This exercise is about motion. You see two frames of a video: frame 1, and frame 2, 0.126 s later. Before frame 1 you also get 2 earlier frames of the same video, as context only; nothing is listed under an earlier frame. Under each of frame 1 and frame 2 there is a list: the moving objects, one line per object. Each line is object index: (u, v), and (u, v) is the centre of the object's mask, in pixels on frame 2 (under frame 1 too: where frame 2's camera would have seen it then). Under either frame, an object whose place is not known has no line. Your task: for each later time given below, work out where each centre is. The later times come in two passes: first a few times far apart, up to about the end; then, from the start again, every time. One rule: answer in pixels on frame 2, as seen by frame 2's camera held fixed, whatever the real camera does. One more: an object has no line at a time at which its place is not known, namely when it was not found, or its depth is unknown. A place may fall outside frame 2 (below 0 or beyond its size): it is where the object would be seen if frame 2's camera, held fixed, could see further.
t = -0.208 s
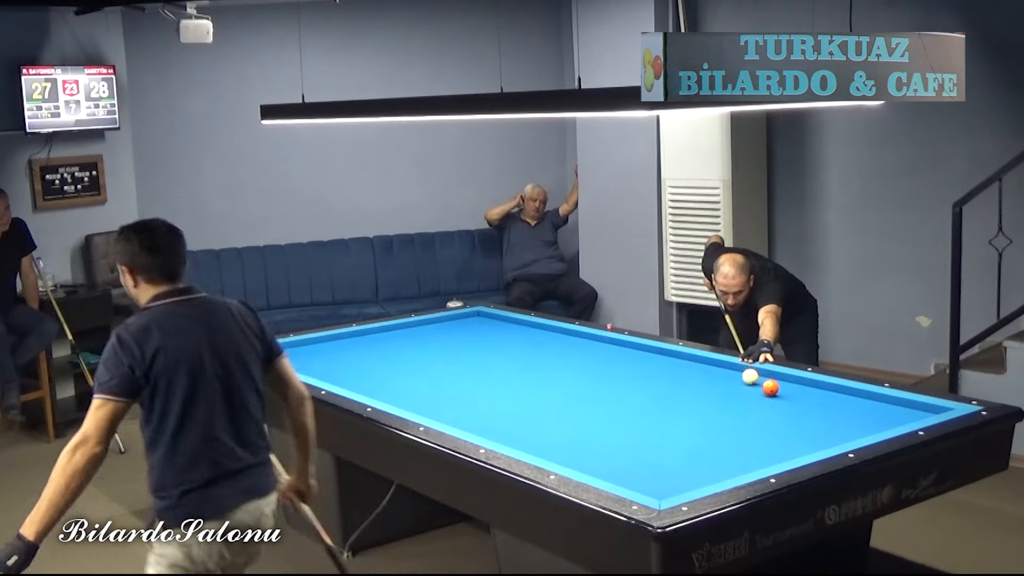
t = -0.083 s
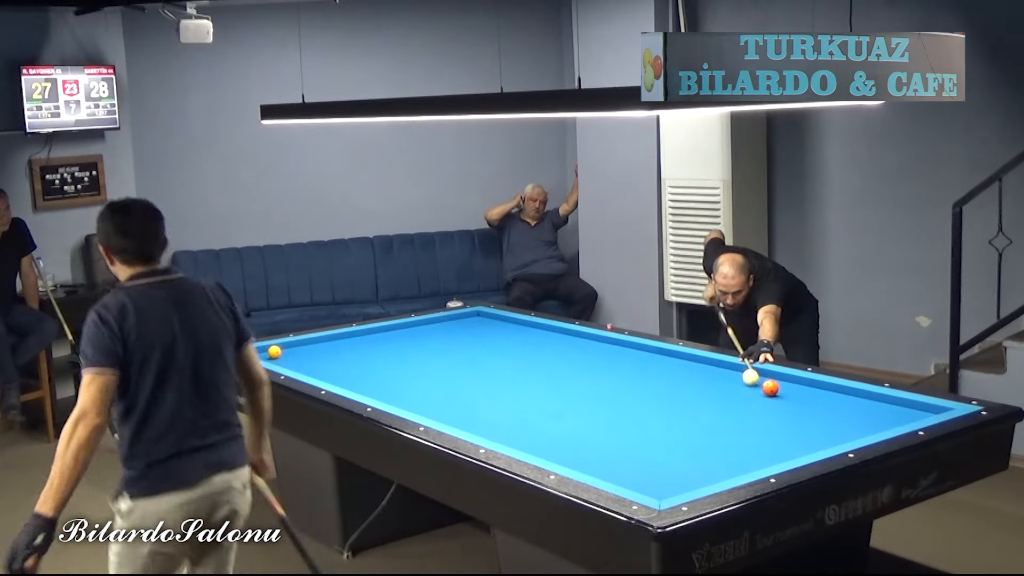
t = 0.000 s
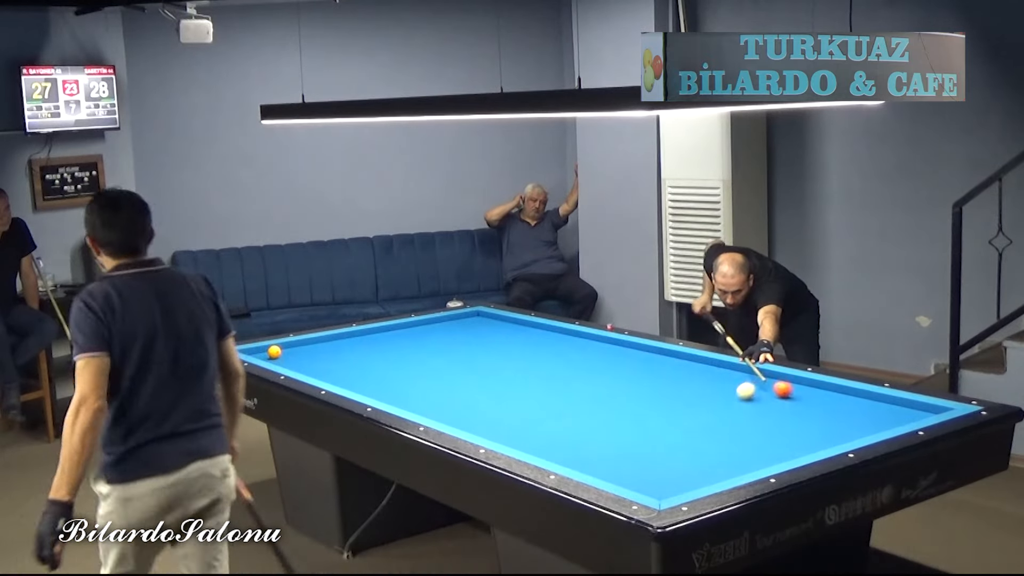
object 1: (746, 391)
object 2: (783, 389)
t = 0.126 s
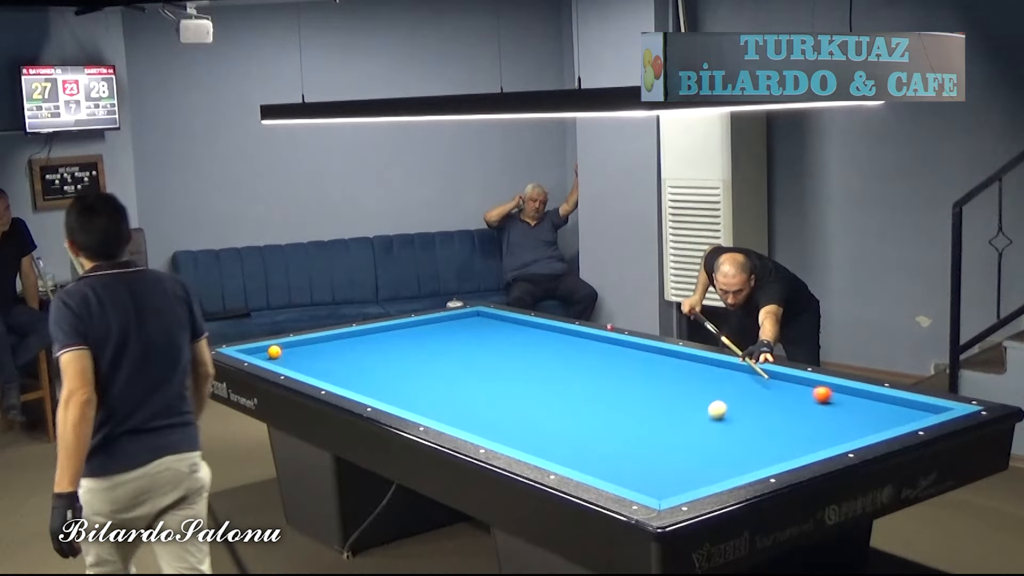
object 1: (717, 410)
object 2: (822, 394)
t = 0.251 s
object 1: (688, 435)
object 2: (862, 399)
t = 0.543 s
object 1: (654, 486)
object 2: (941, 408)
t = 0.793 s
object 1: (717, 453)
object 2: (904, 402)
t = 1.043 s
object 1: (730, 424)
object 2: (872, 397)
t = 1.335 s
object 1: (743, 395)
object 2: (835, 390)
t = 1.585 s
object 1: (752, 375)
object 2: (807, 385)
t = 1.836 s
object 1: (702, 368)
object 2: (778, 381)
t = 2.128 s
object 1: (631, 366)
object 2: (750, 376)
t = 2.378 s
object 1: (569, 363)
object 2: (725, 372)
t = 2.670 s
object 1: (500, 361)
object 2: (698, 367)
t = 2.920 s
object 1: (448, 359)
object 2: (678, 364)
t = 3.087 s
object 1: (415, 358)
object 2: (665, 362)
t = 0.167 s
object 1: (709, 417)
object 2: (834, 396)
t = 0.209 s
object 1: (697, 427)
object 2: (851, 397)
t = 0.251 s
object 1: (688, 435)
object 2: (862, 399)
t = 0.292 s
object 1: (680, 443)
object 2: (873, 401)
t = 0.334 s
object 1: (670, 451)
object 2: (884, 402)
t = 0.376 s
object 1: (661, 459)
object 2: (896, 404)
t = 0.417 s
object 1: (650, 468)
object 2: (908, 405)
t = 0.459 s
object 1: (640, 477)
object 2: (919, 407)
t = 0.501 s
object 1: (630, 483)
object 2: (931, 408)
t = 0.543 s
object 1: (654, 486)
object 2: (941, 408)
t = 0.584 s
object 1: (683, 484)
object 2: (936, 407)
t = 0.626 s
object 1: (703, 479)
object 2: (930, 407)
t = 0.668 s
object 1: (707, 475)
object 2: (923, 406)
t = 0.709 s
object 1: (712, 465)
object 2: (915, 404)
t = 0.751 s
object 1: (714, 459)
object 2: (909, 403)
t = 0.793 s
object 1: (717, 453)
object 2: (904, 402)
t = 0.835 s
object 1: (719, 447)
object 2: (898, 402)
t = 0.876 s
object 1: (722, 442)
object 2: (893, 401)
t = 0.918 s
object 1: (724, 438)
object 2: (887, 399)
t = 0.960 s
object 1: (726, 433)
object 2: (882, 399)
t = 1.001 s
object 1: (728, 429)
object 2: (877, 398)
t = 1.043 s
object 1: (730, 424)
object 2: (872, 397)
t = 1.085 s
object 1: (732, 420)
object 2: (867, 396)
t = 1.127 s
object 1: (734, 416)
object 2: (861, 395)
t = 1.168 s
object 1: (736, 410)
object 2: (854, 393)
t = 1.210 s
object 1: (738, 406)
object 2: (850, 393)
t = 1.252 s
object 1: (740, 402)
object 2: (844, 392)
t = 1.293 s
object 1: (741, 399)
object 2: (839, 391)
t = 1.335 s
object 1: (743, 395)
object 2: (835, 390)
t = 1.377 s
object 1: (744, 392)
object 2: (830, 390)
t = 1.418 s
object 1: (746, 388)
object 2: (826, 388)
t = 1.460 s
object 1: (747, 385)
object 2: (821, 388)
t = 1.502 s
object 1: (749, 382)
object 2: (816, 387)
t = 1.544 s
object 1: (750, 379)
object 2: (812, 386)
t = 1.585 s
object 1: (752, 375)
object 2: (807, 385)
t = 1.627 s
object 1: (753, 372)
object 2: (802, 385)
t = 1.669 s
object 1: (747, 369)
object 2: (796, 384)
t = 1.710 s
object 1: (735, 369)
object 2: (791, 383)
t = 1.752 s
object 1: (723, 369)
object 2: (787, 382)
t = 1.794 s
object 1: (712, 369)
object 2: (783, 381)
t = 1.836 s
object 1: (702, 368)
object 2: (778, 381)
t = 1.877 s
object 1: (691, 368)
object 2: (775, 380)
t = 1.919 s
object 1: (681, 368)
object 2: (770, 379)
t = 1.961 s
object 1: (671, 367)
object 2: (766, 379)
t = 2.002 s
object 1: (661, 367)
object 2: (762, 378)
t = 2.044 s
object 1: (651, 367)
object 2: (758, 377)
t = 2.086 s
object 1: (641, 366)
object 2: (754, 377)
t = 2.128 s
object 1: (631, 366)
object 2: (750, 376)
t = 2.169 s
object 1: (617, 365)
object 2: (744, 375)
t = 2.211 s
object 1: (607, 365)
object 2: (740, 374)
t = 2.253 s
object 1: (597, 364)
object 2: (736, 374)
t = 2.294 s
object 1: (588, 364)
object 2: (733, 373)
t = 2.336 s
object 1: (578, 364)
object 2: (729, 372)
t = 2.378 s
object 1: (569, 363)
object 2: (725, 372)
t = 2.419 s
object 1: (560, 363)
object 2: (722, 371)
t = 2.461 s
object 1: (550, 363)
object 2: (718, 371)
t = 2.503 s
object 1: (541, 362)
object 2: (714, 370)
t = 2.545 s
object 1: (532, 362)
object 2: (711, 369)
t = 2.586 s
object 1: (523, 362)
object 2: (707, 369)
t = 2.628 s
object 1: (514, 361)
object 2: (704, 368)
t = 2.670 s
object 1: (500, 361)
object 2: (698, 367)
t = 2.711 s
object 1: (491, 360)
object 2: (695, 367)
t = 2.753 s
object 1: (483, 360)
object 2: (691, 366)
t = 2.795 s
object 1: (474, 360)
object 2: (688, 366)
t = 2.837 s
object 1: (465, 359)
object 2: (685, 365)
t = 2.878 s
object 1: (457, 359)
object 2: (681, 364)
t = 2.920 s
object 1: (448, 359)
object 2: (678, 364)
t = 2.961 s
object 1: (440, 359)
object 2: (675, 363)
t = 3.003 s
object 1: (431, 358)
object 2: (672, 363)
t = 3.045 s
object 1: (423, 358)
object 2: (668, 362)
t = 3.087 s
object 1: (415, 358)
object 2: (665, 362)
